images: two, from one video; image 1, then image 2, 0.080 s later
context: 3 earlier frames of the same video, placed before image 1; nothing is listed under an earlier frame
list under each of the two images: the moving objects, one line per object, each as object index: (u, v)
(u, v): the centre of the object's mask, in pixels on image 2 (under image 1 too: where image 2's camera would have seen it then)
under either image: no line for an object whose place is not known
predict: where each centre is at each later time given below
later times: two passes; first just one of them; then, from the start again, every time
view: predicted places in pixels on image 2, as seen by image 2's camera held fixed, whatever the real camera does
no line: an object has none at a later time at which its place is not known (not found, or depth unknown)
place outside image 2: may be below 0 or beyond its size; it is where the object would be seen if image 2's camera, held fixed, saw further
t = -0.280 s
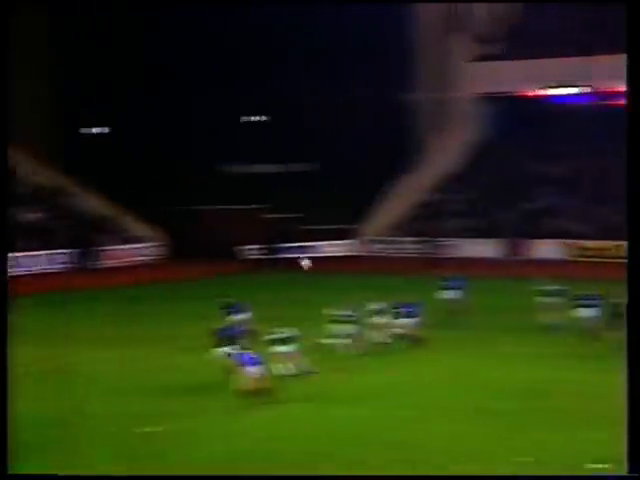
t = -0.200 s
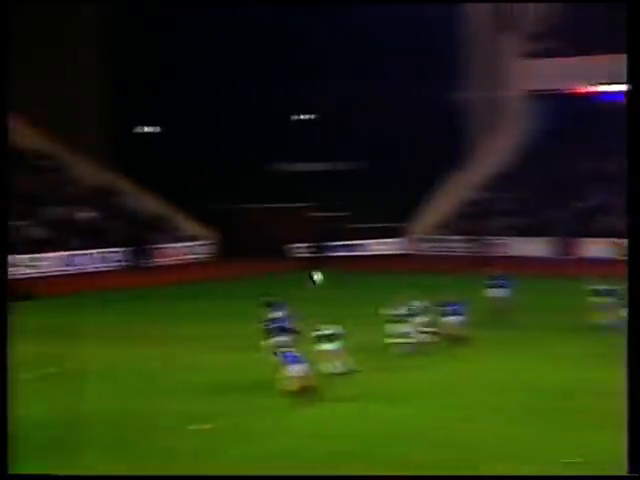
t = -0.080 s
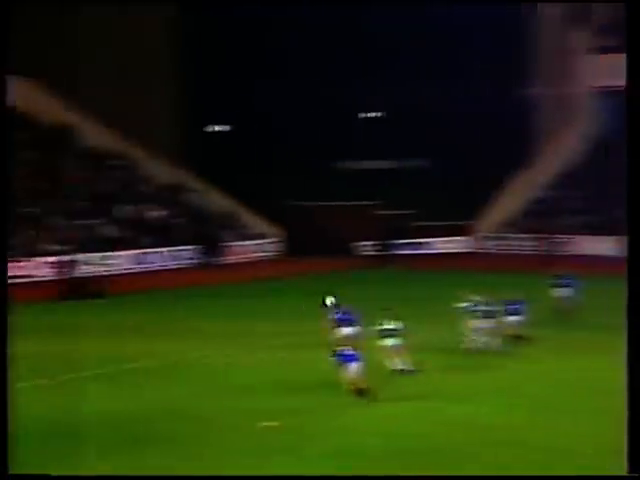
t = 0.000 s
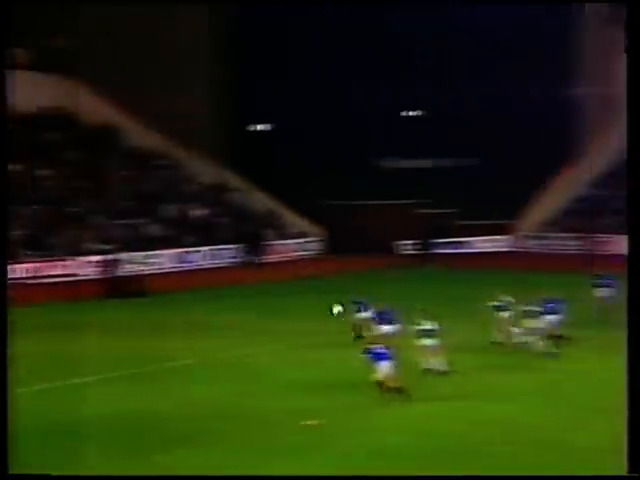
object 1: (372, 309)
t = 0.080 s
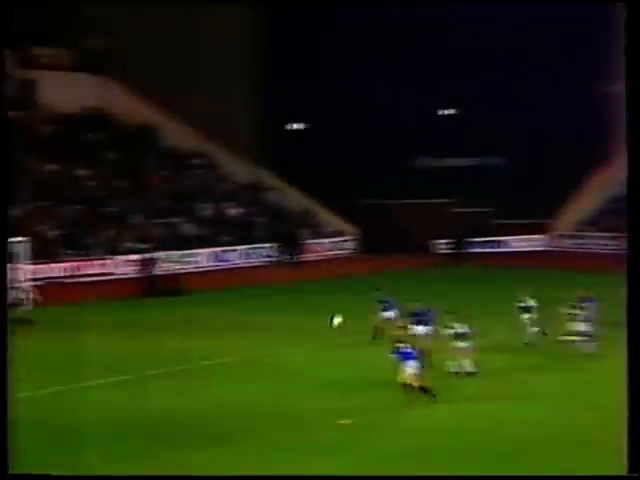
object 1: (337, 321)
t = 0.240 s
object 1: (271, 354)
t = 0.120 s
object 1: (321, 328)
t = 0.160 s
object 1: (304, 336)
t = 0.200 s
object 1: (287, 345)
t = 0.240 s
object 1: (271, 354)
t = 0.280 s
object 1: (254, 365)
